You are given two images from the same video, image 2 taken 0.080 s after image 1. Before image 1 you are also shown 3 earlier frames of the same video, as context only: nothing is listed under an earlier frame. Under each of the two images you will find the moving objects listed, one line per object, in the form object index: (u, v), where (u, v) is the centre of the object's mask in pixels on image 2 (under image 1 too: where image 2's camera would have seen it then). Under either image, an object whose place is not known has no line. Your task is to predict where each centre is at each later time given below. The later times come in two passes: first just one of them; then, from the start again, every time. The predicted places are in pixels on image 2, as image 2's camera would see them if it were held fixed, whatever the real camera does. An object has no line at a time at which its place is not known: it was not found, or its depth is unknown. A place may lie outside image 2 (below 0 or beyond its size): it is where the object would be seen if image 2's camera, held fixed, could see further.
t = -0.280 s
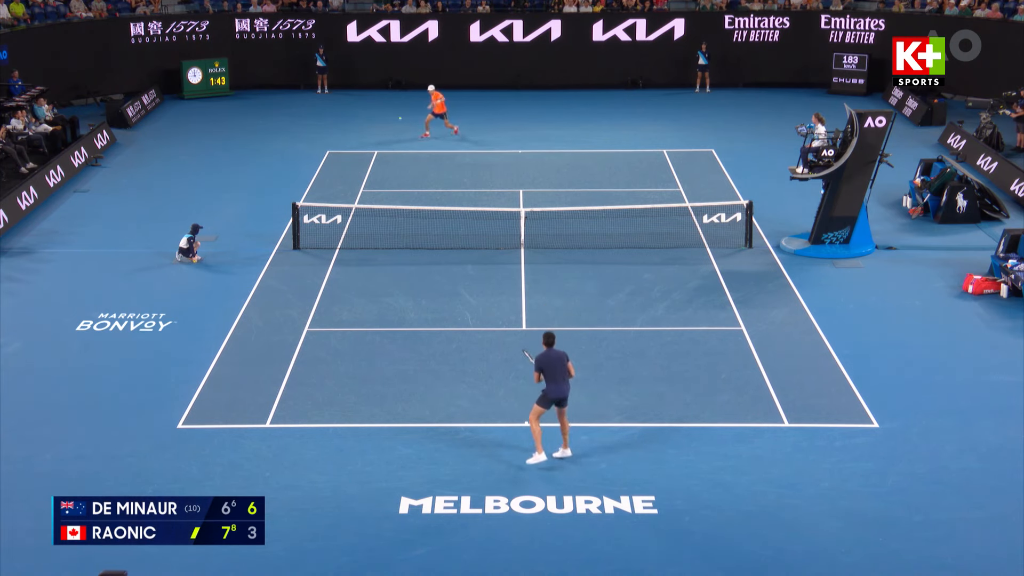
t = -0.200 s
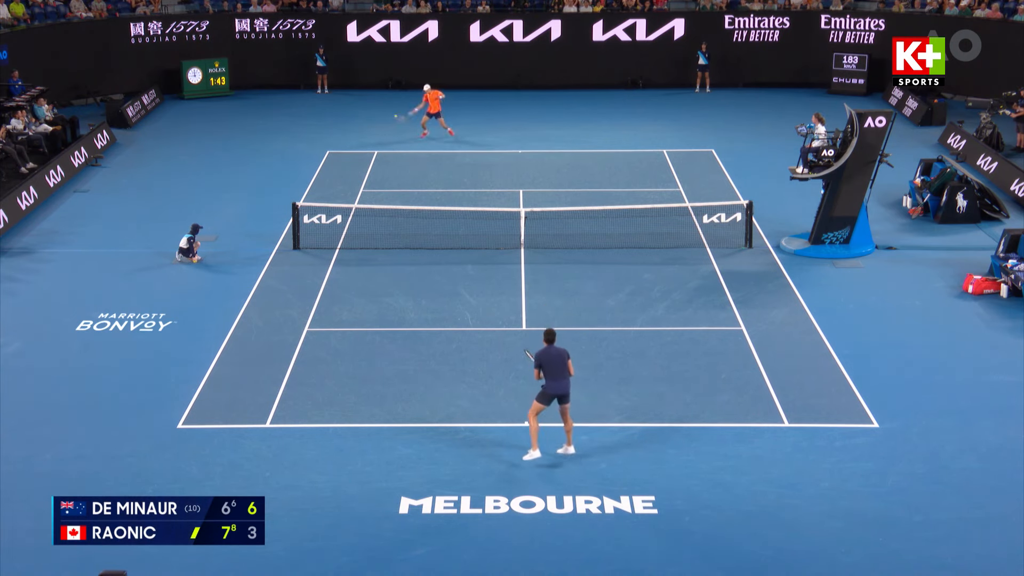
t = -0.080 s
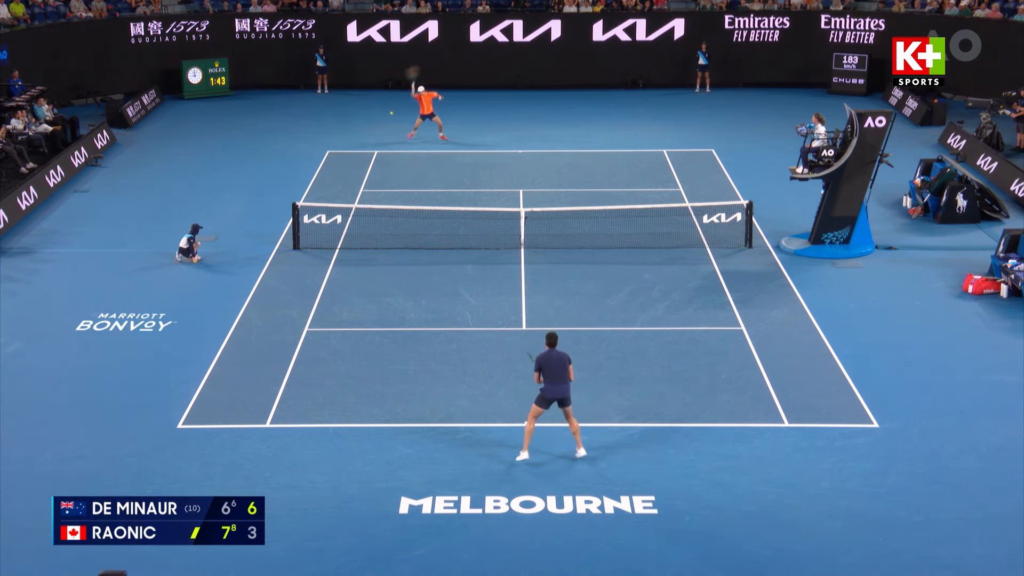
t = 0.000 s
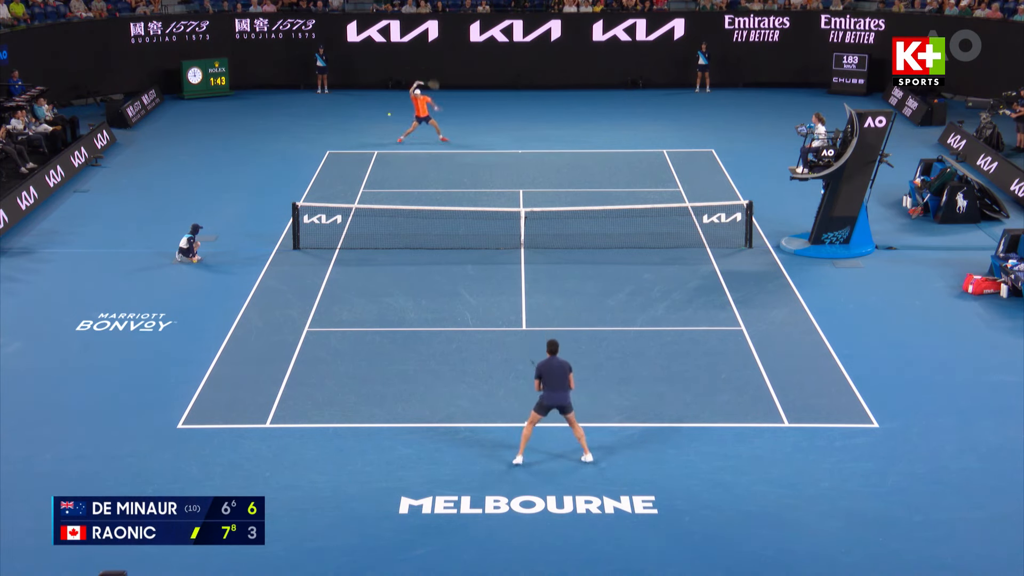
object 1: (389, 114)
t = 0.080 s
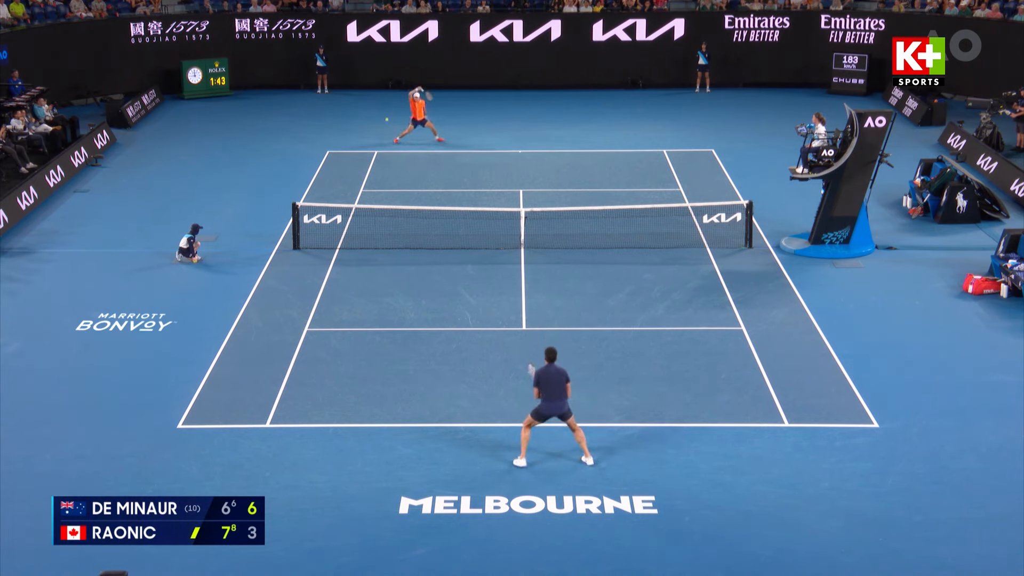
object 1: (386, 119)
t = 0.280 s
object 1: (381, 149)
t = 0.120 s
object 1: (385, 123)
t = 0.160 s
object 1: (384, 128)
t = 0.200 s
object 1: (383, 134)
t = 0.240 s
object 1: (382, 141)
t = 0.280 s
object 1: (381, 149)
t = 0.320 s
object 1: (379, 158)
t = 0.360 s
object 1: (378, 169)
